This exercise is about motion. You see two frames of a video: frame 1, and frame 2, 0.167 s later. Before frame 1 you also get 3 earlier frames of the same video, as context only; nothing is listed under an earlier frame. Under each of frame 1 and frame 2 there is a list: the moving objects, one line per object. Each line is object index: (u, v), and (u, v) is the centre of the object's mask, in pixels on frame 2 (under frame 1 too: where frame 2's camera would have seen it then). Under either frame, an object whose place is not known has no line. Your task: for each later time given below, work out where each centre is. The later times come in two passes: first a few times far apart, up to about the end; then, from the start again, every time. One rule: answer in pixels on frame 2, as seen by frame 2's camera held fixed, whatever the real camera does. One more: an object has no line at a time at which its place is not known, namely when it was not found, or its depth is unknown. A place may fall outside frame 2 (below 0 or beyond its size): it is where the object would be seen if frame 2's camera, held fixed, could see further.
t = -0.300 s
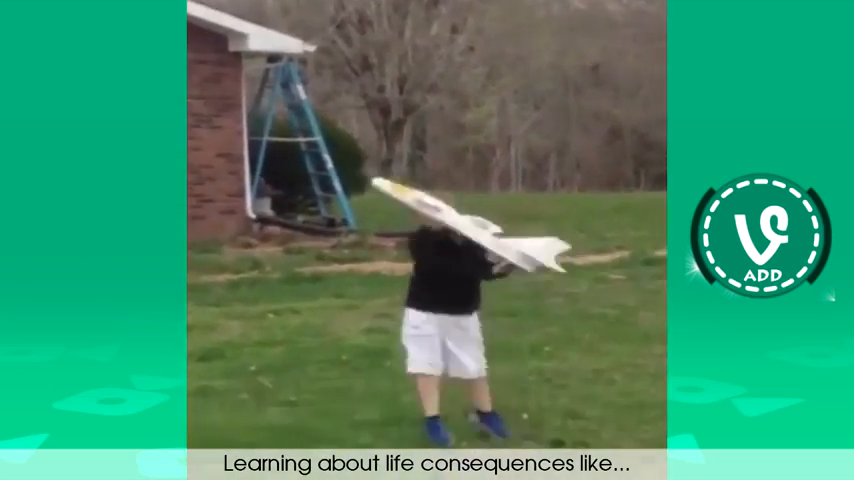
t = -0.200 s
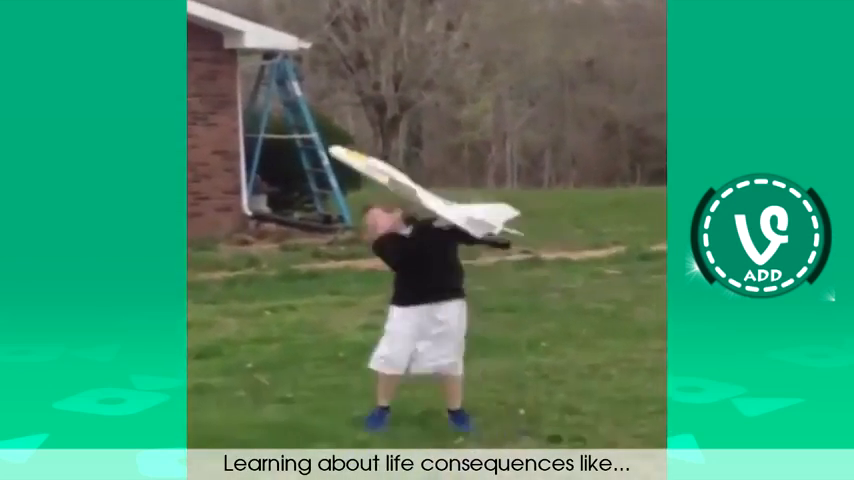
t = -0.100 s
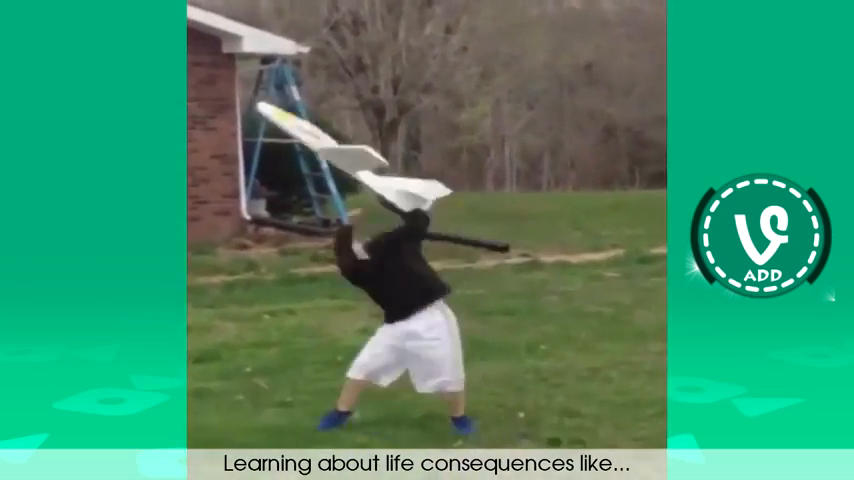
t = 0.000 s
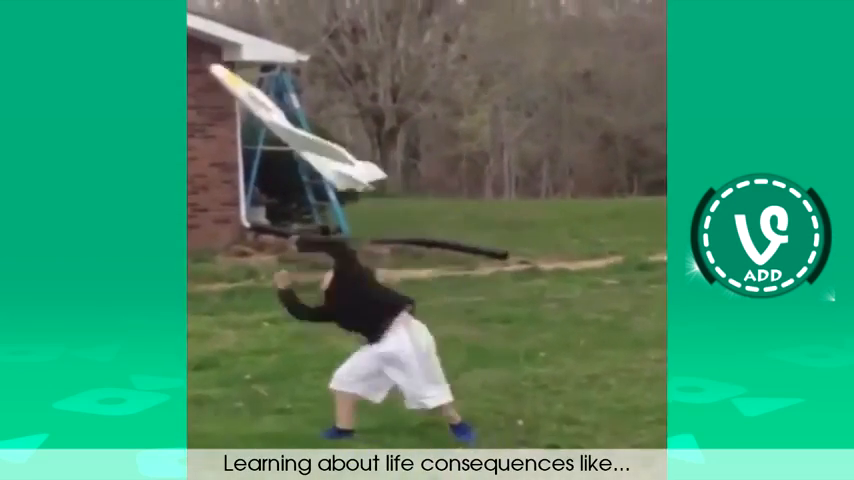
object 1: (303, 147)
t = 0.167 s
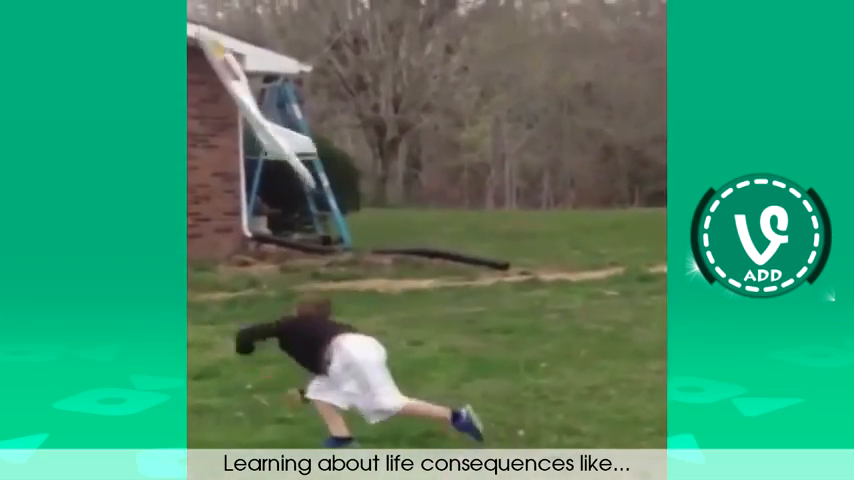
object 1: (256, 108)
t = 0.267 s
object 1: (252, 103)
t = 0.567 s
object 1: (290, 148)
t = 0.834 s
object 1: (319, 292)
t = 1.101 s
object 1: (298, 364)
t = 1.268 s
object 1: (290, 384)
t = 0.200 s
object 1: (252, 104)
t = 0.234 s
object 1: (251, 103)
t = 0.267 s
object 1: (252, 103)
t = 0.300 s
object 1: (254, 106)
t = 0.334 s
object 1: (256, 107)
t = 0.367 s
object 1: (259, 108)
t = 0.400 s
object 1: (264, 113)
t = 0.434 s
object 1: (268, 119)
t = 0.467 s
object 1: (274, 124)
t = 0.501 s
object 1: (278, 131)
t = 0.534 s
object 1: (284, 139)
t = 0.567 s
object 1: (290, 148)
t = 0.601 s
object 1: (295, 161)
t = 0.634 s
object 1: (301, 176)
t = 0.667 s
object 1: (306, 192)
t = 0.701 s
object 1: (310, 210)
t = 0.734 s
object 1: (313, 229)
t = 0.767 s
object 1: (316, 247)
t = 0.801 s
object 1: (318, 269)
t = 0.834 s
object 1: (319, 292)
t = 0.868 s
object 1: (318, 317)
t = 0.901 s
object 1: (317, 344)
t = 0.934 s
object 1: (315, 361)
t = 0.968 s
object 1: (310, 361)
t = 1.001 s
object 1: (305, 362)
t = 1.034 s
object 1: (301, 363)
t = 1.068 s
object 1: (299, 364)
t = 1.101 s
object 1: (298, 364)
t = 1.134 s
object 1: (296, 366)
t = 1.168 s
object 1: (295, 370)
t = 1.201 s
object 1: (294, 374)
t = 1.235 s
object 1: (292, 380)
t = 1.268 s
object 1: (290, 384)
